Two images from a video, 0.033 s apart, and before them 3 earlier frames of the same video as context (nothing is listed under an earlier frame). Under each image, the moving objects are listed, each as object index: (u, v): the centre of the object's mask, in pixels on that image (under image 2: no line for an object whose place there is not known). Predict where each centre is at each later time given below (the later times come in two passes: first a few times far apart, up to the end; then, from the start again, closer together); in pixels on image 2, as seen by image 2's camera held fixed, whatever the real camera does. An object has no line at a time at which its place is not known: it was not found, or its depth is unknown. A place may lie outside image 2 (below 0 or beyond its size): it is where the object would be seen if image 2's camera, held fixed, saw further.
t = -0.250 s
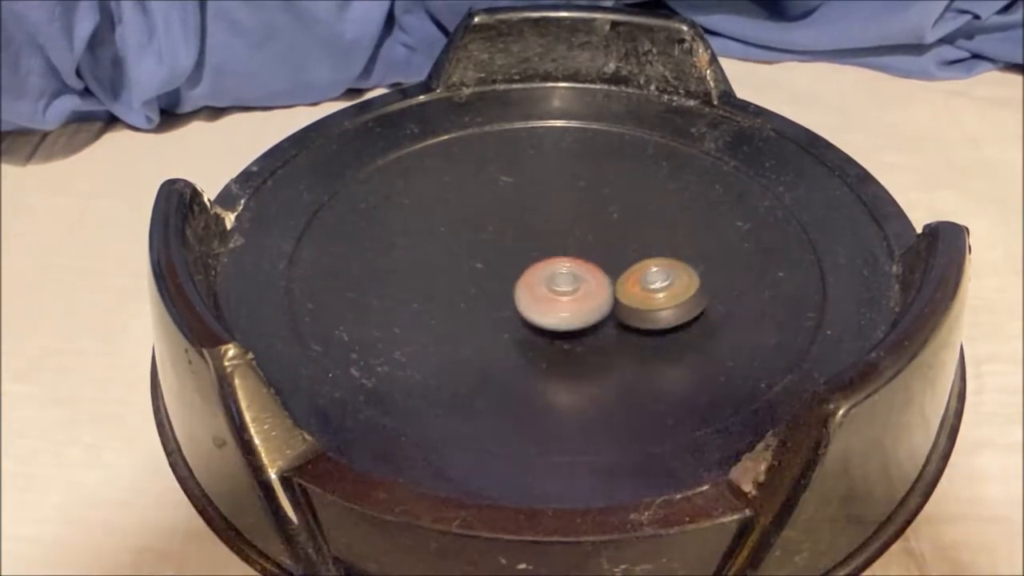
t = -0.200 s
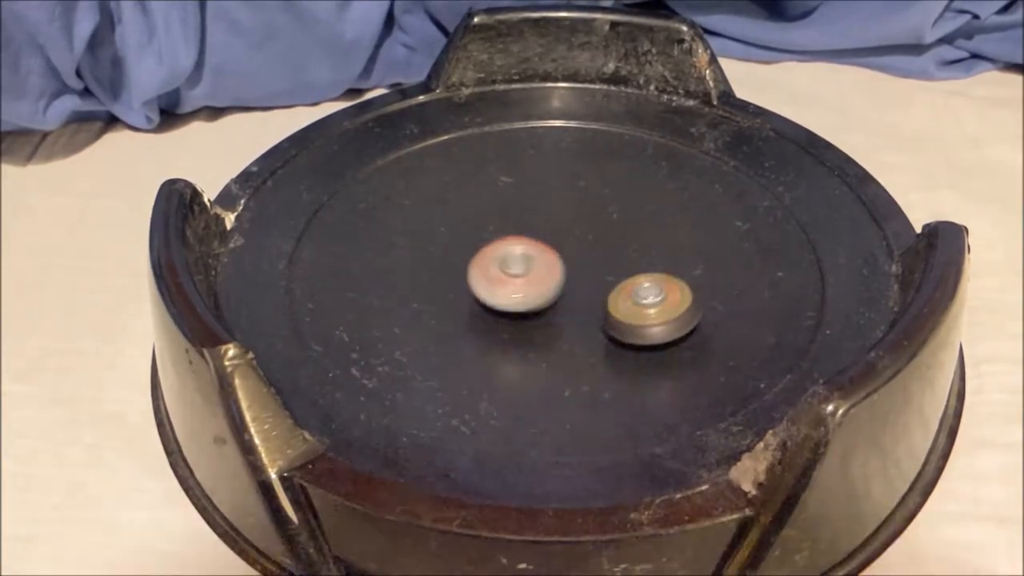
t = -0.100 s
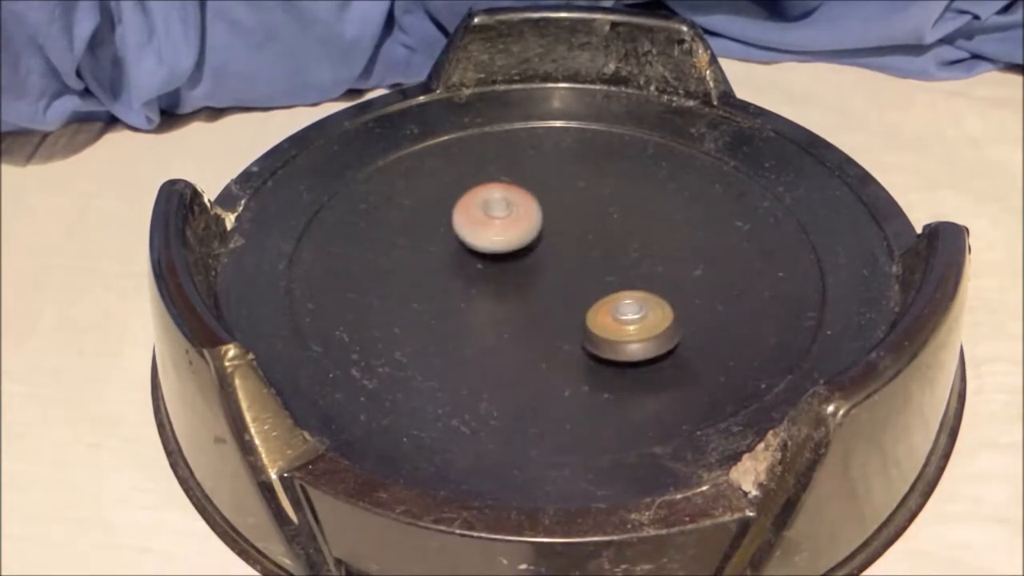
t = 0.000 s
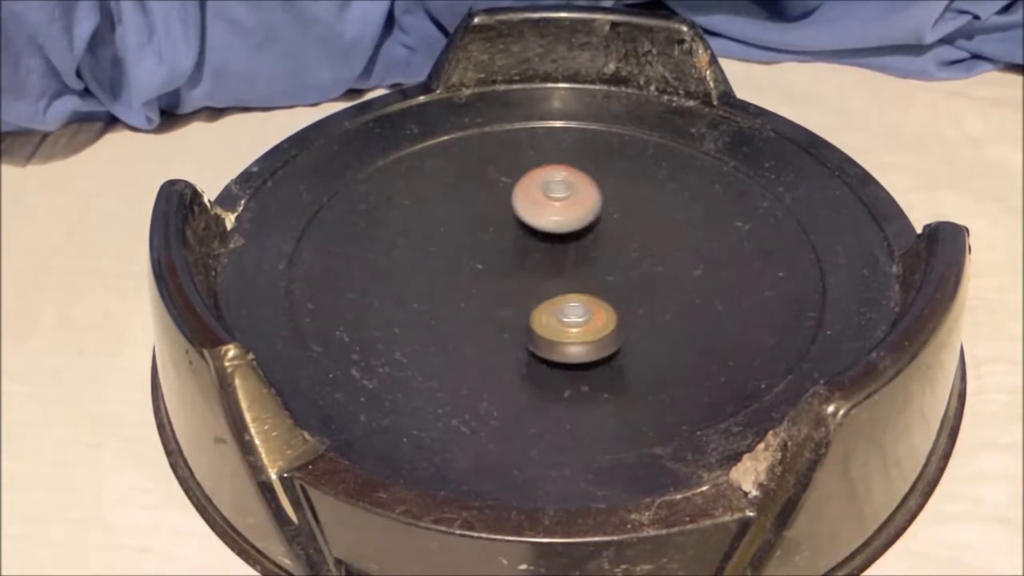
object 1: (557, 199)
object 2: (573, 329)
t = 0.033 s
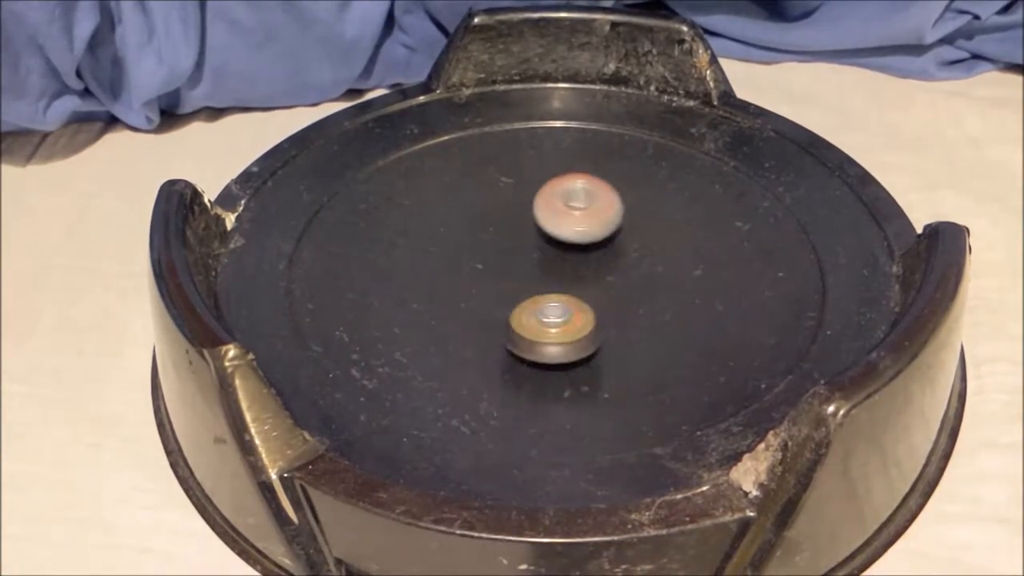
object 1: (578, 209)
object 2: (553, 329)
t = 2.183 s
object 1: (611, 270)
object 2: (524, 214)
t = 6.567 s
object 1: (601, 299)
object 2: (565, 239)
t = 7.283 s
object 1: (546, 287)
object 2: (615, 271)
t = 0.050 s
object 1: (586, 215)
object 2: (543, 329)
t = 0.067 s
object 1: (593, 223)
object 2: (533, 330)
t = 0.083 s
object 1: (598, 232)
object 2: (524, 330)
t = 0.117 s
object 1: (602, 251)
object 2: (510, 329)
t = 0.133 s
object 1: (601, 261)
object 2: (504, 327)
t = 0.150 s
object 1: (597, 271)
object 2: (500, 326)
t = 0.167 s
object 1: (591, 279)
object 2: (496, 323)
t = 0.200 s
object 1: (582, 292)
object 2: (486, 316)
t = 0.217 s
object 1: (585, 294)
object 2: (481, 312)
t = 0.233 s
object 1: (583, 298)
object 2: (476, 309)
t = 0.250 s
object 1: (580, 300)
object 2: (471, 304)
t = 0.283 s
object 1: (573, 301)
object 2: (463, 295)
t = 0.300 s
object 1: (569, 299)
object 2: (460, 290)
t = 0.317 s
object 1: (565, 296)
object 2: (457, 285)
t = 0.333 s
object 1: (563, 292)
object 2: (454, 280)
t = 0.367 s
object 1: (562, 284)
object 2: (453, 271)
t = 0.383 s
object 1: (563, 278)
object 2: (453, 267)
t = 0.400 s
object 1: (564, 273)
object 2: (454, 263)
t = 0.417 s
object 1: (567, 267)
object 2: (457, 259)
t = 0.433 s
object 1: (570, 262)
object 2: (459, 254)
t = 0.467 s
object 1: (579, 251)
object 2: (465, 244)
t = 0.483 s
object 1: (583, 247)
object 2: (467, 239)
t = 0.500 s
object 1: (588, 243)
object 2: (469, 235)
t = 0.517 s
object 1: (593, 240)
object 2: (471, 231)
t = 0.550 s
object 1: (600, 236)
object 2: (477, 224)
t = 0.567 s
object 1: (603, 234)
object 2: (481, 222)
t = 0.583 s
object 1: (605, 233)
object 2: (483, 221)
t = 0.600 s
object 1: (607, 233)
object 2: (488, 219)
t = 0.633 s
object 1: (609, 233)
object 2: (501, 216)
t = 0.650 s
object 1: (608, 235)
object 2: (509, 215)
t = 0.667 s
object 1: (605, 236)
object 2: (516, 212)
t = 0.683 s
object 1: (602, 238)
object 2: (522, 209)
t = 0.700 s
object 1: (598, 240)
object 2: (527, 206)
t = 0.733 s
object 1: (588, 245)
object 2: (535, 200)
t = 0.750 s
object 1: (582, 248)
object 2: (539, 197)
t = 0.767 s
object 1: (575, 252)
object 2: (543, 196)
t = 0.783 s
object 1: (568, 255)
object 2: (549, 196)
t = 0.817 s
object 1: (553, 259)
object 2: (559, 199)
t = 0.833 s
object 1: (544, 260)
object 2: (566, 202)
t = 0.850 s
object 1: (537, 260)
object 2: (573, 206)
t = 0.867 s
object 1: (530, 260)
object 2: (580, 210)
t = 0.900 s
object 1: (518, 258)
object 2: (592, 219)
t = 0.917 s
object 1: (513, 257)
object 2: (599, 222)
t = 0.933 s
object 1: (509, 256)
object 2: (606, 224)
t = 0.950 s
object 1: (507, 254)
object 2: (614, 226)
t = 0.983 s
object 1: (506, 250)
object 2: (629, 230)
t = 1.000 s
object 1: (508, 249)
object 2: (636, 231)
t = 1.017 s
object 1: (512, 247)
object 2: (641, 233)
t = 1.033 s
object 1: (516, 247)
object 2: (645, 235)
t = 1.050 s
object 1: (521, 248)
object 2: (648, 236)
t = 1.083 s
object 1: (533, 250)
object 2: (650, 241)
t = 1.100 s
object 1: (539, 252)
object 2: (650, 244)
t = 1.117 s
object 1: (545, 254)
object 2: (649, 247)
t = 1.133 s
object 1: (552, 257)
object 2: (647, 251)
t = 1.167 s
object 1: (543, 264)
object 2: (648, 259)
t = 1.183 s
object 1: (536, 266)
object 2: (647, 264)
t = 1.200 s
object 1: (529, 267)
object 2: (647, 269)
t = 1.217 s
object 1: (522, 269)
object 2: (645, 274)
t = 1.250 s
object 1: (510, 268)
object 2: (641, 284)
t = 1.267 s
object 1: (506, 268)
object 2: (642, 290)
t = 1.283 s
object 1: (503, 266)
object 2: (642, 294)
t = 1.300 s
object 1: (501, 264)
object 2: (642, 298)
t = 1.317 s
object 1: (501, 262)
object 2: (641, 301)
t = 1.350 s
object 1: (506, 258)
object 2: (637, 303)
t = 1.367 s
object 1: (511, 258)
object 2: (633, 304)
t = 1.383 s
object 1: (517, 257)
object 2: (628, 305)
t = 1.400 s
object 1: (524, 257)
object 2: (621, 305)
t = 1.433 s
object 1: (539, 257)
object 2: (604, 307)
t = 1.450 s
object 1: (542, 253)
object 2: (599, 310)
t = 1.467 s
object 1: (545, 247)
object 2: (593, 312)
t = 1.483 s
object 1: (548, 242)
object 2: (587, 315)
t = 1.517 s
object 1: (557, 233)
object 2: (572, 318)
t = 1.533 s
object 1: (562, 230)
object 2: (566, 319)
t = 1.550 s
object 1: (567, 227)
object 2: (560, 319)
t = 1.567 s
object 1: (573, 226)
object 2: (555, 319)
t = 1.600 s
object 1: (584, 226)
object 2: (543, 317)
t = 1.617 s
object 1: (586, 227)
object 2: (540, 316)
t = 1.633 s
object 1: (591, 229)
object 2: (535, 314)
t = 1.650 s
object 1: (593, 232)
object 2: (529, 312)
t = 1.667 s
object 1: (594, 237)
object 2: (524, 310)
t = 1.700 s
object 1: (592, 245)
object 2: (514, 305)
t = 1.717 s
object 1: (588, 250)
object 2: (508, 301)
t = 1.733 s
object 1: (584, 254)
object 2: (503, 299)
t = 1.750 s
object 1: (579, 259)
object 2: (499, 296)
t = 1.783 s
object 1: (577, 261)
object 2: (489, 292)
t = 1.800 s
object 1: (578, 262)
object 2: (486, 290)
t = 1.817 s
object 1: (579, 262)
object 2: (482, 286)
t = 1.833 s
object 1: (579, 263)
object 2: (479, 283)
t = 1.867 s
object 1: (578, 264)
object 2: (478, 278)
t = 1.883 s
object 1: (576, 264)
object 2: (480, 275)
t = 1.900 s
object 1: (574, 263)
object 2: (482, 271)
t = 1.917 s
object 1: (590, 263)
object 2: (478, 266)
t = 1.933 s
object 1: (605, 264)
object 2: (475, 262)
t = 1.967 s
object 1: (627, 266)
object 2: (477, 253)
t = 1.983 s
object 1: (638, 268)
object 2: (478, 248)
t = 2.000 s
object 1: (646, 269)
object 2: (481, 243)
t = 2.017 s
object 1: (653, 271)
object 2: (483, 239)
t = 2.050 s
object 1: (659, 275)
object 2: (487, 231)
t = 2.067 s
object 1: (659, 276)
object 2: (490, 228)
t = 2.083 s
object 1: (657, 278)
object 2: (493, 224)
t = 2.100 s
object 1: (652, 278)
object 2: (497, 222)
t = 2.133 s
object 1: (637, 278)
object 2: (506, 218)
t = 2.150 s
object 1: (628, 275)
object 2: (511, 216)
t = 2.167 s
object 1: (621, 273)
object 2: (518, 215)
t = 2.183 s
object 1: (611, 270)
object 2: (524, 214)
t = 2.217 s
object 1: (592, 262)
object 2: (535, 211)
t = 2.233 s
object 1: (584, 259)
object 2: (539, 208)
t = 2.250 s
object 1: (574, 259)
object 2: (544, 203)
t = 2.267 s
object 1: (566, 260)
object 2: (550, 202)
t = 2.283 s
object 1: (558, 260)
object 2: (557, 201)
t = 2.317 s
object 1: (542, 259)
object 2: (571, 203)
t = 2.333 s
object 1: (534, 257)
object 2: (577, 205)
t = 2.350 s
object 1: (528, 255)
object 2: (580, 208)
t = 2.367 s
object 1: (522, 254)
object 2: (585, 211)
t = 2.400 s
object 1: (513, 250)
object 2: (594, 218)
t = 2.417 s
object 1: (511, 247)
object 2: (599, 222)
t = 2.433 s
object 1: (509, 245)
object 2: (604, 225)
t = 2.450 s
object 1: (510, 242)
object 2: (609, 228)
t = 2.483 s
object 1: (516, 240)
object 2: (620, 236)
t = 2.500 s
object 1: (521, 240)
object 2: (624, 240)
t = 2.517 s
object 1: (526, 242)
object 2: (629, 243)
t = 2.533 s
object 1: (531, 243)
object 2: (633, 248)
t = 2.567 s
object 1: (542, 248)
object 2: (641, 255)
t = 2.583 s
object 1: (547, 252)
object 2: (644, 258)
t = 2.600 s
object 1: (552, 254)
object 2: (646, 262)
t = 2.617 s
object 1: (555, 258)
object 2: (650, 265)
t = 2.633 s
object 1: (551, 261)
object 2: (653, 267)
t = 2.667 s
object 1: (547, 265)
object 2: (654, 272)
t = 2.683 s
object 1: (543, 266)
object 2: (653, 275)
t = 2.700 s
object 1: (541, 268)
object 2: (652, 277)
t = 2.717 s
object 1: (538, 269)
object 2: (648, 279)
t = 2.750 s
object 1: (533, 271)
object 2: (638, 285)
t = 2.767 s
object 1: (531, 270)
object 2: (631, 289)
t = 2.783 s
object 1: (530, 270)
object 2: (626, 293)
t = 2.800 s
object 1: (531, 269)
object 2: (620, 296)
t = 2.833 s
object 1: (522, 264)
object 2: (610, 302)
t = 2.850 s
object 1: (516, 258)
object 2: (604, 305)
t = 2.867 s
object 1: (513, 255)
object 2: (599, 308)
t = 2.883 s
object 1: (509, 250)
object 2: (592, 310)
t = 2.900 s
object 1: (509, 247)
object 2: (587, 312)
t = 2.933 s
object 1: (510, 240)
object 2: (574, 314)
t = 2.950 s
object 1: (511, 236)
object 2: (569, 314)
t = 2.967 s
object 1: (515, 234)
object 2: (562, 314)
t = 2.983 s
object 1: (518, 232)
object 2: (556, 313)
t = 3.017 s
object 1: (527, 230)
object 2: (543, 311)
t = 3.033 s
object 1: (534, 231)
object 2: (538, 309)
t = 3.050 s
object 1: (539, 231)
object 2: (532, 307)
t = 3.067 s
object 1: (546, 233)
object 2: (525, 304)
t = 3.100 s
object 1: (559, 238)
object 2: (515, 299)
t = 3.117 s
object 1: (565, 240)
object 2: (510, 296)
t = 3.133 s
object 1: (571, 244)
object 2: (506, 293)
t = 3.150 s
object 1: (577, 247)
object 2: (501, 289)
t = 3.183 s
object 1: (586, 256)
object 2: (495, 282)
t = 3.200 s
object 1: (588, 260)
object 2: (492, 278)
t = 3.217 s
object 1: (592, 264)
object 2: (492, 276)
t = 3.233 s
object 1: (593, 267)
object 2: (491, 271)
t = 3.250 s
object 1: (595, 271)
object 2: (491, 267)
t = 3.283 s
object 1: (595, 277)
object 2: (493, 259)
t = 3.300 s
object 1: (593, 280)
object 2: (493, 255)
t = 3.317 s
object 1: (592, 282)
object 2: (494, 250)
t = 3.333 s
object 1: (589, 283)
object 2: (495, 247)
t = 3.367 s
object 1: (583, 285)
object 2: (499, 240)
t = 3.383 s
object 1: (580, 285)
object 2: (501, 237)
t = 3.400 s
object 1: (576, 284)
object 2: (504, 234)
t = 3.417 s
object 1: (571, 283)
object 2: (506, 231)
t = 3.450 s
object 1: (563, 278)
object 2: (512, 226)
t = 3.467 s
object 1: (560, 275)
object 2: (515, 223)
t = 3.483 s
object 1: (557, 272)
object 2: (520, 220)
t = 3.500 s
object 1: (557, 274)
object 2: (526, 218)
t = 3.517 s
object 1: (555, 275)
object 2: (533, 217)
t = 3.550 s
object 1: (553, 277)
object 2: (543, 214)
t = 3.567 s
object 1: (552, 277)
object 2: (550, 213)
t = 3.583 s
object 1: (551, 276)
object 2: (554, 213)
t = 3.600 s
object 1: (551, 276)
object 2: (560, 212)
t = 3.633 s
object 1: (552, 273)
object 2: (571, 213)
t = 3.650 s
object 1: (554, 271)
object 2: (576, 213)
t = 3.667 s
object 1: (556, 268)
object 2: (582, 214)
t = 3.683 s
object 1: (556, 270)
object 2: (587, 216)
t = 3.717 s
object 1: (555, 271)
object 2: (596, 220)
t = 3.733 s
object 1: (554, 272)
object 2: (601, 224)
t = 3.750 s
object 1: (552, 273)
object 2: (606, 227)
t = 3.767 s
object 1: (549, 275)
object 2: (611, 232)
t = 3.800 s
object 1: (542, 276)
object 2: (618, 239)
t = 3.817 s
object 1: (540, 275)
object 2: (622, 243)
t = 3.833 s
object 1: (537, 274)
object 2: (625, 247)
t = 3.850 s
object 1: (536, 272)
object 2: (630, 251)
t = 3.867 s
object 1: (536, 270)
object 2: (632, 255)
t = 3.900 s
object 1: (540, 266)
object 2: (636, 262)
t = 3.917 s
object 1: (542, 264)
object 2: (638, 267)
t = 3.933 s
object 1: (546, 262)
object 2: (639, 271)
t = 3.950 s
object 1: (544, 260)
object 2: (640, 275)
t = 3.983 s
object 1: (543, 255)
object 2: (639, 283)
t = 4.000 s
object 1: (543, 253)
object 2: (639, 287)
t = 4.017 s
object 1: (544, 250)
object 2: (637, 291)
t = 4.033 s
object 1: (546, 248)
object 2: (636, 293)
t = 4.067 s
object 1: (551, 245)
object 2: (629, 298)
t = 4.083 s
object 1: (554, 245)
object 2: (623, 300)
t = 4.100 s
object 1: (557, 245)
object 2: (618, 302)
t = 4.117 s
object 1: (560, 246)
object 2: (612, 303)
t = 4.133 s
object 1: (563, 246)
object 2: (606, 305)
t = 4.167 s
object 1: (561, 238)
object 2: (593, 308)
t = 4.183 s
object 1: (561, 234)
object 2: (585, 309)
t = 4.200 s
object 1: (559, 230)
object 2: (577, 309)
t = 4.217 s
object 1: (558, 228)
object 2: (569, 310)
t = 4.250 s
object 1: (555, 223)
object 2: (553, 308)
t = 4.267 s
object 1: (555, 222)
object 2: (546, 305)
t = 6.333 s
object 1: (616, 277)
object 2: (538, 238)
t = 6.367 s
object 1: (609, 278)
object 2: (541, 238)
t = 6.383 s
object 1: (605, 279)
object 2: (544, 238)
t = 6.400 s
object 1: (601, 280)
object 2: (547, 238)
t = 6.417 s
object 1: (598, 281)
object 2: (548, 239)
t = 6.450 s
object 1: (596, 286)
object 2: (551, 238)
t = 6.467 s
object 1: (595, 287)
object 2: (552, 238)
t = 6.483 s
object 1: (596, 290)
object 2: (554, 237)
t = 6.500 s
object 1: (597, 291)
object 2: (557, 237)
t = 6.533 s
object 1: (599, 295)
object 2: (562, 238)
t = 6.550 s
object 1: (600, 297)
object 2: (563, 238)
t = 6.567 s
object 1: (601, 299)
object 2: (565, 239)
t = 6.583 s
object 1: (602, 300)
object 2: (566, 240)
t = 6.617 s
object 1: (604, 301)
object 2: (570, 240)
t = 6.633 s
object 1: (605, 301)
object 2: (573, 241)
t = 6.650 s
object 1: (606, 301)
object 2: (574, 242)
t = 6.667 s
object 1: (606, 301)
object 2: (575, 242)
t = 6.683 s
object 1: (605, 301)
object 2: (577, 243)
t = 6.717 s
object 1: (604, 300)
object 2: (578, 244)
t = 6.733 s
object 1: (602, 300)
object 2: (580, 244)
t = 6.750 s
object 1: (601, 300)
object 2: (584, 243)
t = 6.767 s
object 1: (601, 300)
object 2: (585, 244)
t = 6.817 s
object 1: (598, 300)
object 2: (590, 241)
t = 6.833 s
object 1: (596, 300)
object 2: (592, 242)
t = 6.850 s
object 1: (595, 300)
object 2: (592, 243)
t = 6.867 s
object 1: (595, 300)
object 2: (594, 244)
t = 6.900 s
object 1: (592, 301)
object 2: (604, 246)
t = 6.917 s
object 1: (591, 302)
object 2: (604, 248)
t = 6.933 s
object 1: (590, 302)
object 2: (605, 249)
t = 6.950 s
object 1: (587, 302)
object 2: (607, 250)
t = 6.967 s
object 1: (583, 302)
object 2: (613, 251)
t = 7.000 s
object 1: (577, 305)
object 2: (613, 255)
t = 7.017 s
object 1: (576, 304)
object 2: (613, 256)
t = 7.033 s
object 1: (575, 304)
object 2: (612, 255)
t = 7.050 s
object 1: (575, 303)
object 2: (614, 254)
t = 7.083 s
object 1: (573, 302)
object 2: (614, 254)
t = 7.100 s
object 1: (571, 302)
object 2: (614, 256)
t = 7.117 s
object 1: (569, 302)
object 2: (615, 257)
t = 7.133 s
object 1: (567, 302)
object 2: (614, 258)
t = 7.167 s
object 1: (560, 302)
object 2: (617, 262)
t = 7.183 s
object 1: (559, 300)
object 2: (618, 263)
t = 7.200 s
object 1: (557, 298)
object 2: (618, 265)
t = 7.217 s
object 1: (555, 296)
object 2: (618, 266)
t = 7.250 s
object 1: (549, 292)
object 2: (617, 271)
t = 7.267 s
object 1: (547, 290)
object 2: (616, 271)
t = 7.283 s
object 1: (546, 287)
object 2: (615, 271)
